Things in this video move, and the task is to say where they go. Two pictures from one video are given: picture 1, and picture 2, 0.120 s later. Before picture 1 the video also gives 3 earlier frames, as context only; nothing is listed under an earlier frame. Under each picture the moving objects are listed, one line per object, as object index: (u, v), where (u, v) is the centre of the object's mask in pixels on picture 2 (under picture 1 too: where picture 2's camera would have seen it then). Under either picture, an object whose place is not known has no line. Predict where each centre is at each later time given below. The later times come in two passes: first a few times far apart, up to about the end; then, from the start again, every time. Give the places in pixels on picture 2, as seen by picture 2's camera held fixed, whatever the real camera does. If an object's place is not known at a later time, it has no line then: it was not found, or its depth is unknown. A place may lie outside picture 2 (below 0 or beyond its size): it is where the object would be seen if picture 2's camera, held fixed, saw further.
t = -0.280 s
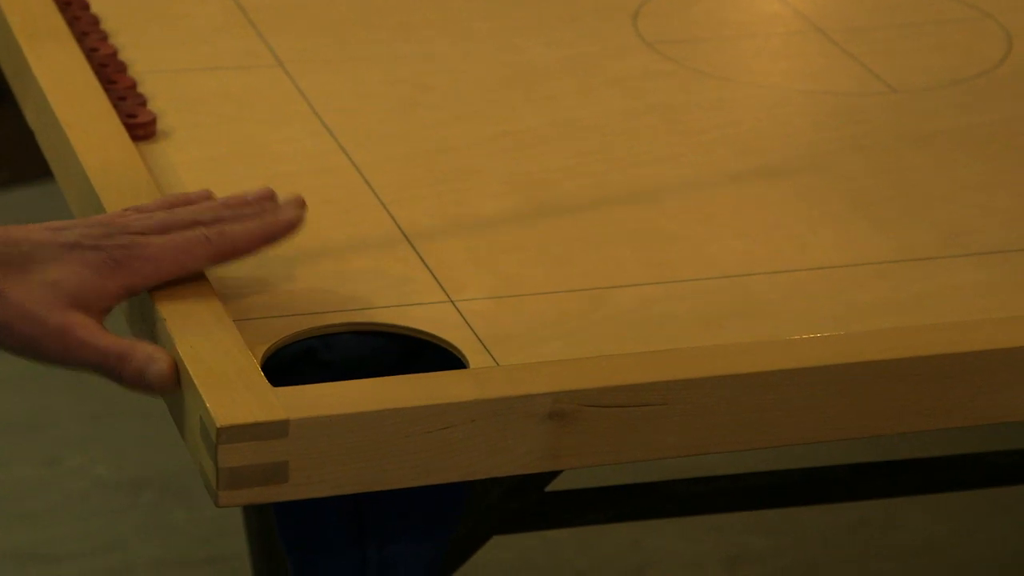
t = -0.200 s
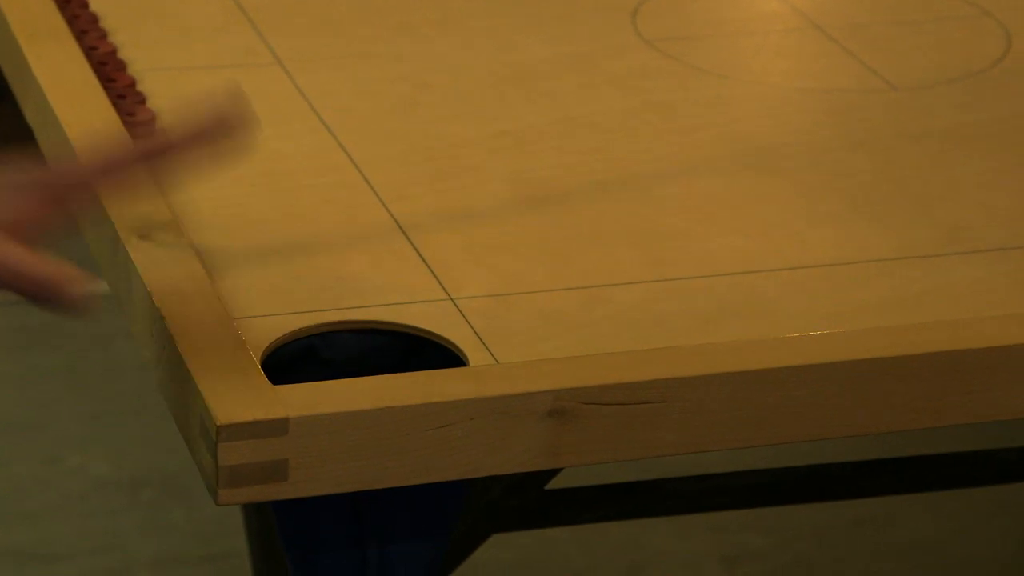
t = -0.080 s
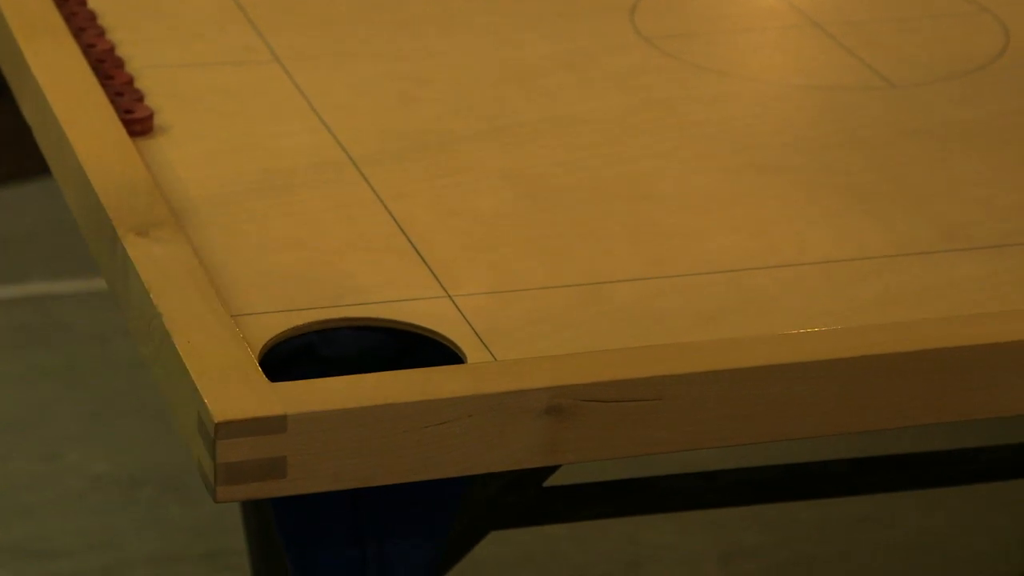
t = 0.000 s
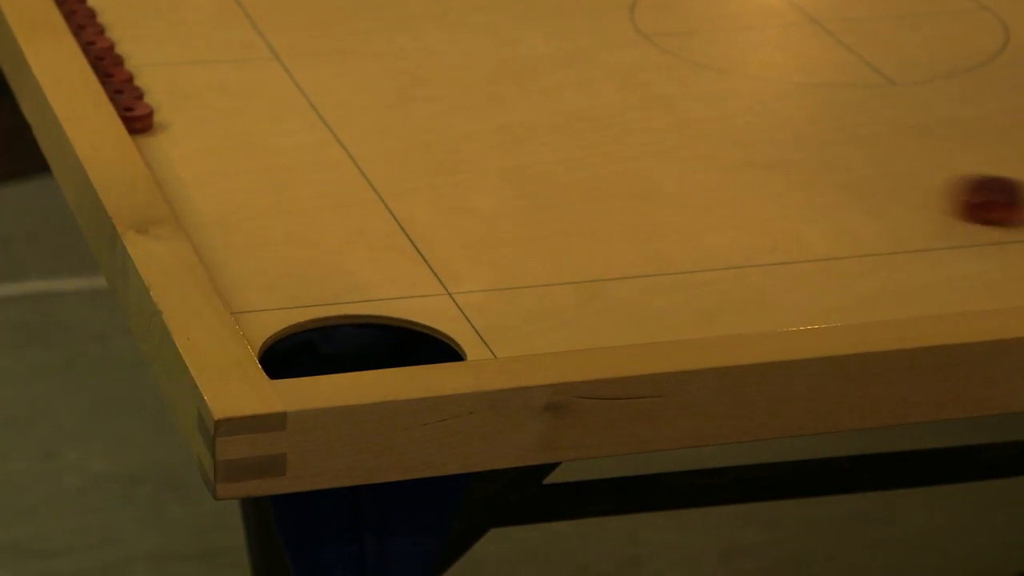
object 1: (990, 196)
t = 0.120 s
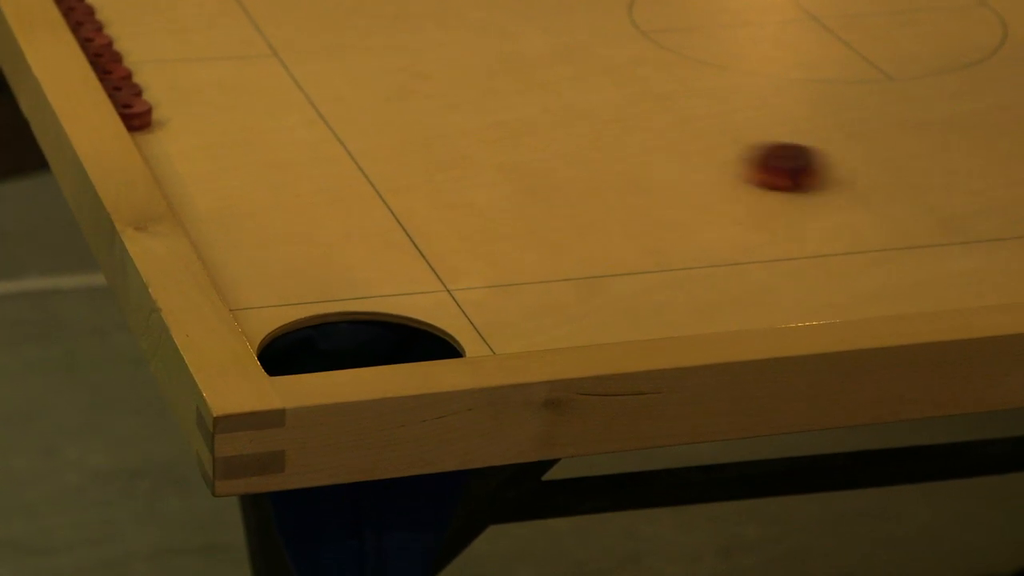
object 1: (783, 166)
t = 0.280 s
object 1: (567, 134)
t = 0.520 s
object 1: (348, 97)
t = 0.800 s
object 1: (246, 73)
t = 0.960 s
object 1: (243, 73)
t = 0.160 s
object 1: (724, 158)
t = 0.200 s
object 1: (666, 150)
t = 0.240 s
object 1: (615, 142)
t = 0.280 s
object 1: (567, 134)
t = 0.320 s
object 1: (521, 127)
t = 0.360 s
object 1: (479, 120)
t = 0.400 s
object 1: (442, 114)
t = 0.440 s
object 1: (407, 108)
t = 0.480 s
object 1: (376, 102)
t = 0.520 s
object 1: (348, 97)
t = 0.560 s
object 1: (324, 92)
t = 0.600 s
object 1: (303, 87)
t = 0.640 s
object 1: (285, 83)
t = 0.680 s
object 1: (270, 80)
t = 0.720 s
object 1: (259, 77)
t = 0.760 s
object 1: (251, 75)
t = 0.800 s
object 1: (246, 73)
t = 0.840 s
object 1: (243, 73)
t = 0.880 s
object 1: (243, 73)
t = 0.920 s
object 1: (243, 73)
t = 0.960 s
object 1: (243, 73)
